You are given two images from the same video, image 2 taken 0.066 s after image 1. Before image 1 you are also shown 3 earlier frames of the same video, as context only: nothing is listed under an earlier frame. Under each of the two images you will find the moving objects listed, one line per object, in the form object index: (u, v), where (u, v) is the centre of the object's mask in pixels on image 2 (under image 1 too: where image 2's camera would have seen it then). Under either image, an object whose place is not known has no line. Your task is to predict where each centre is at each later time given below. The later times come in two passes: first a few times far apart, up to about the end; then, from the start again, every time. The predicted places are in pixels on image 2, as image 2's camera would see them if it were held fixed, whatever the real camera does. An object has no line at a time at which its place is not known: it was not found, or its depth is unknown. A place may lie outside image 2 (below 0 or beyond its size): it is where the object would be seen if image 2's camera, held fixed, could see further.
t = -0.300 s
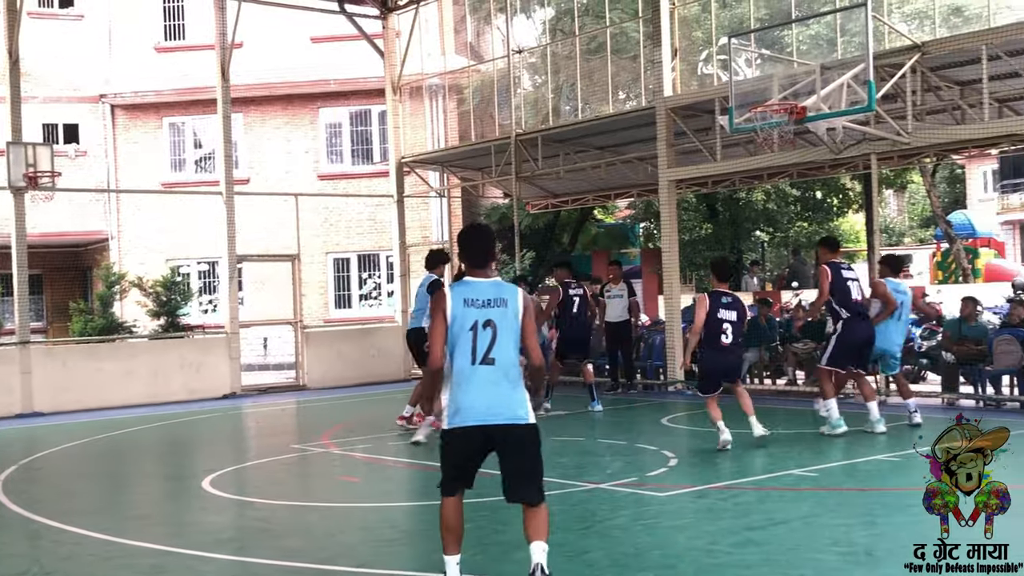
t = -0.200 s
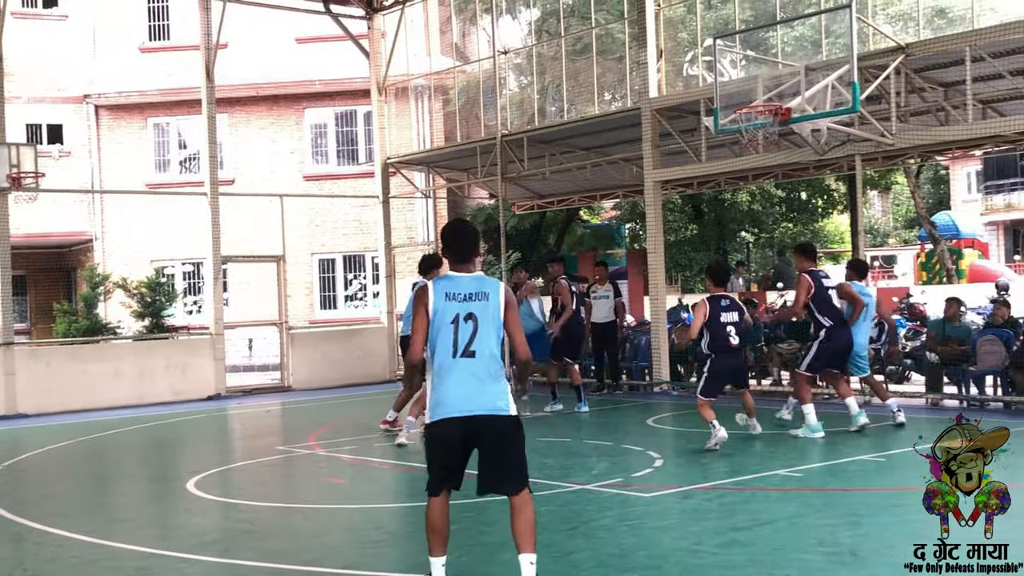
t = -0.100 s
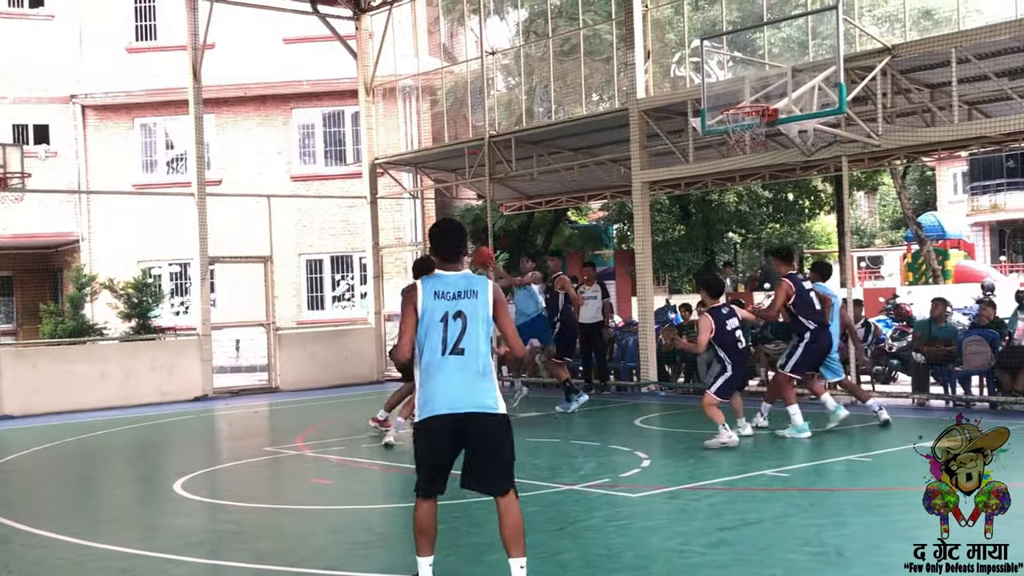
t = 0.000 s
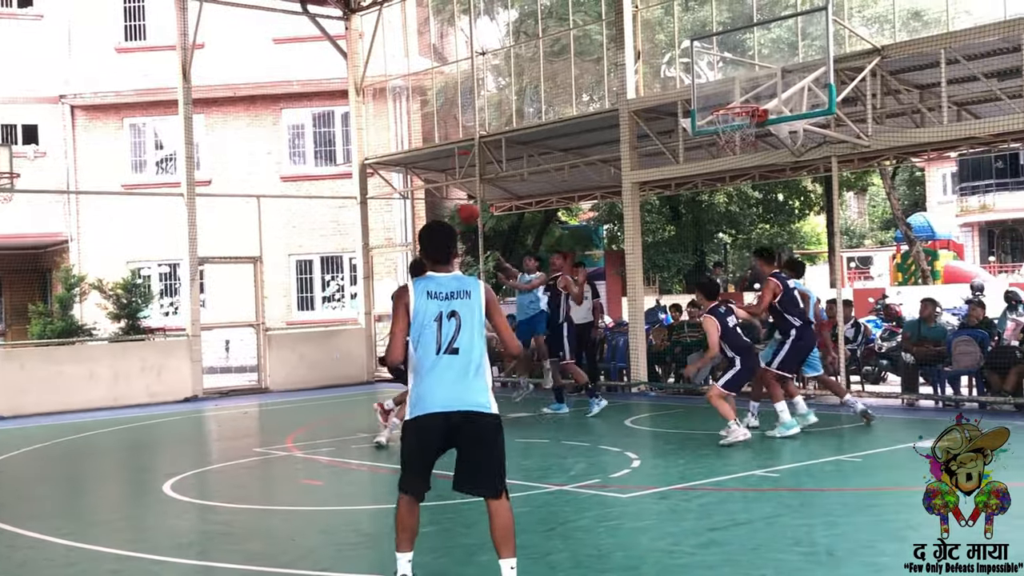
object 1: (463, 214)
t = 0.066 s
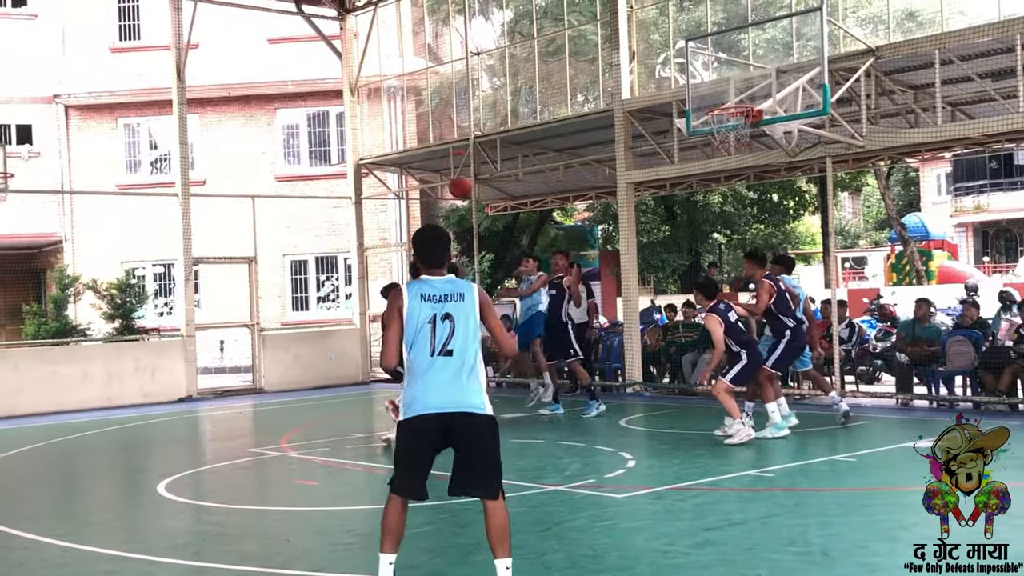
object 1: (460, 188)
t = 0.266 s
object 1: (453, 122)
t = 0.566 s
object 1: (439, 76)
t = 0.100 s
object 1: (459, 174)
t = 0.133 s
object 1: (458, 163)
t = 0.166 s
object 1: (458, 154)
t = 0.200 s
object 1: (455, 142)
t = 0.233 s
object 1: (454, 131)
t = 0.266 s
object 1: (453, 122)
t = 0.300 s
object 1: (451, 113)
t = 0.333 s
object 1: (450, 105)
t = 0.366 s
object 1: (448, 98)
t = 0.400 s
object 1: (447, 92)
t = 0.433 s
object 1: (445, 86)
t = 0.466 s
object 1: (444, 82)
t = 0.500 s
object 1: (443, 79)
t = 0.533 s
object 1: (441, 77)
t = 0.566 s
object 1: (439, 76)
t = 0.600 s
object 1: (438, 77)
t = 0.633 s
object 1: (436, 80)
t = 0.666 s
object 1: (434, 85)
